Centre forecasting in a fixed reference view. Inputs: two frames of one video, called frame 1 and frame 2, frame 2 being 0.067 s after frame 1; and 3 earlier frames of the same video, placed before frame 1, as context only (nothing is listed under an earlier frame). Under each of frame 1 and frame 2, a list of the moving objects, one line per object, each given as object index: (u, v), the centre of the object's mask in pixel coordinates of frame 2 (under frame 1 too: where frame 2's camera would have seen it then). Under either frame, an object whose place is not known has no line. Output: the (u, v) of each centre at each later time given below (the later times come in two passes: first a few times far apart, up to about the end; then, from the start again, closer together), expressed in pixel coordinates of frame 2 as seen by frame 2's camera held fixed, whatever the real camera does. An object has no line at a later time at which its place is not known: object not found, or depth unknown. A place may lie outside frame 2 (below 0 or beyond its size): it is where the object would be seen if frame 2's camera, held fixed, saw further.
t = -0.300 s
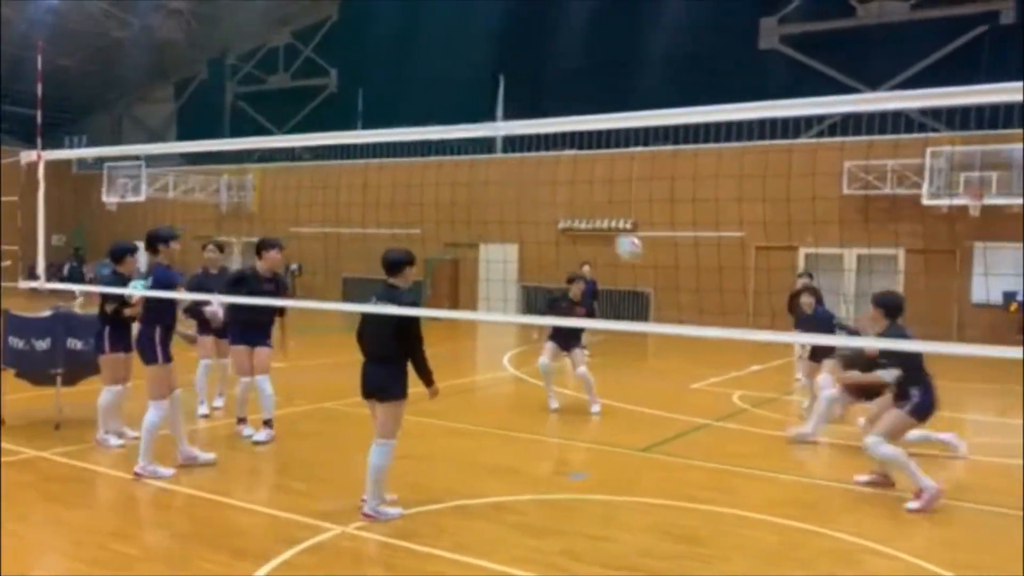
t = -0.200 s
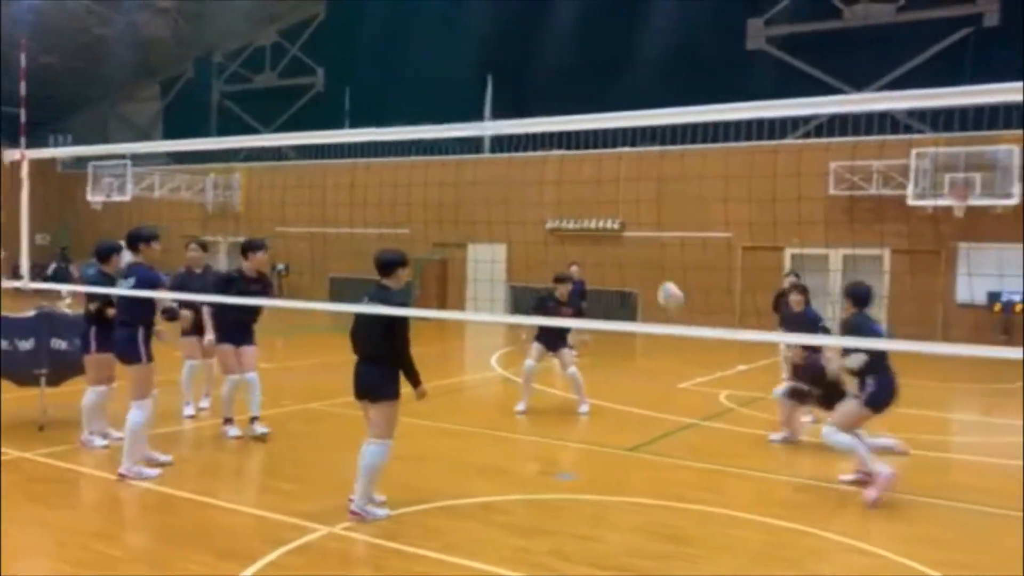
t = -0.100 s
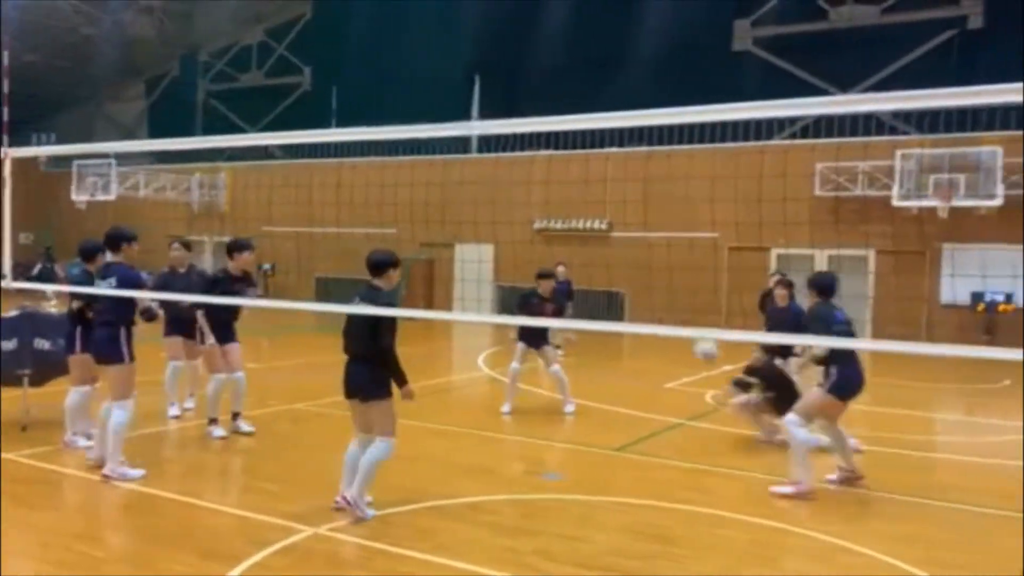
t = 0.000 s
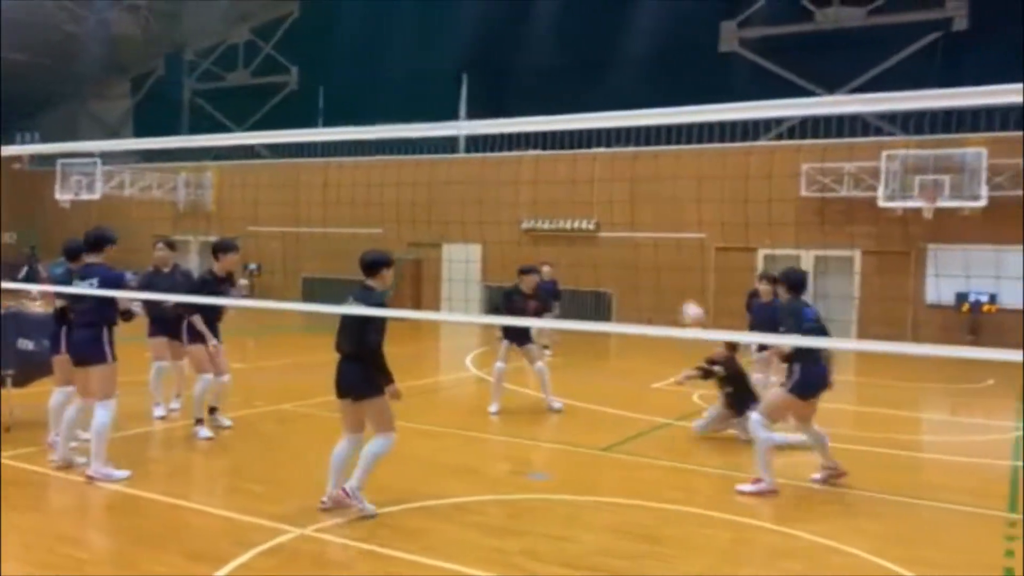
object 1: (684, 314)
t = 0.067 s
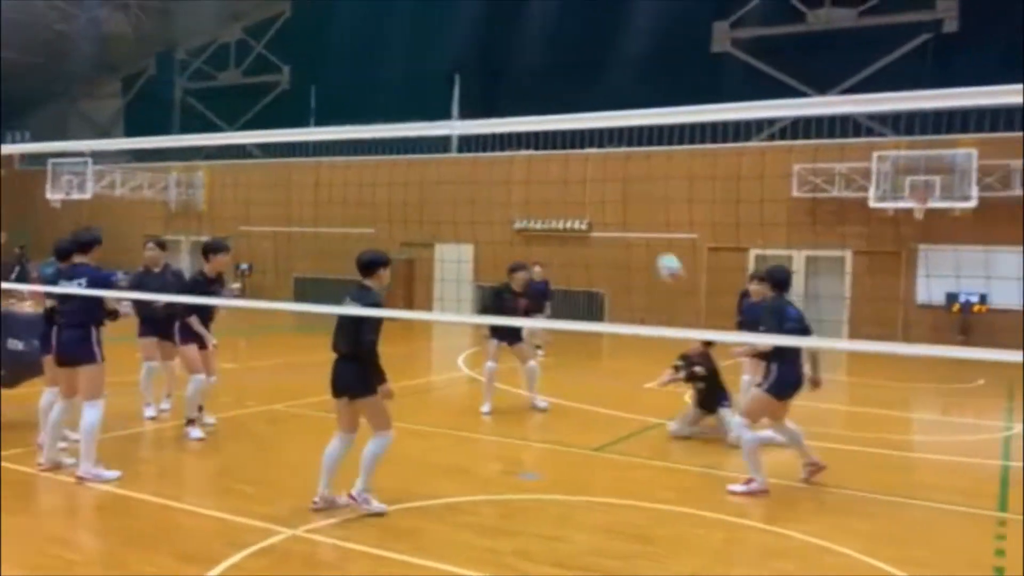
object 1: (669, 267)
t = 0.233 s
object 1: (632, 163)
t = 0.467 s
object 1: (580, 67)
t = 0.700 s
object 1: (522, 29)
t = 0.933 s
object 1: (458, 59)
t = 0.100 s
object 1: (662, 244)
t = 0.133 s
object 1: (655, 222)
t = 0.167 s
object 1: (647, 203)
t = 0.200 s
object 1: (640, 184)
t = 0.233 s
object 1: (632, 163)
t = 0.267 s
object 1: (626, 147)
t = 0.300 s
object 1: (619, 136)
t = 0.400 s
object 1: (595, 90)
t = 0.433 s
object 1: (588, 78)
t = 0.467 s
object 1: (580, 67)
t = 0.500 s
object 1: (572, 58)
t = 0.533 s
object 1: (564, 50)
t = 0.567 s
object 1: (555, 43)
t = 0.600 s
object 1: (547, 38)
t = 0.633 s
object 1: (539, 33)
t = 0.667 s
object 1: (531, 30)
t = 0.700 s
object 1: (522, 29)
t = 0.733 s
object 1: (513, 29)
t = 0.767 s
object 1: (504, 30)
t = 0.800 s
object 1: (495, 33)
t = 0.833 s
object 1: (486, 37)
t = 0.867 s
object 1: (477, 43)
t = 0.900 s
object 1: (467, 50)
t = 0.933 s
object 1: (458, 59)
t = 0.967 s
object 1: (448, 69)
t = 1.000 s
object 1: (438, 81)
